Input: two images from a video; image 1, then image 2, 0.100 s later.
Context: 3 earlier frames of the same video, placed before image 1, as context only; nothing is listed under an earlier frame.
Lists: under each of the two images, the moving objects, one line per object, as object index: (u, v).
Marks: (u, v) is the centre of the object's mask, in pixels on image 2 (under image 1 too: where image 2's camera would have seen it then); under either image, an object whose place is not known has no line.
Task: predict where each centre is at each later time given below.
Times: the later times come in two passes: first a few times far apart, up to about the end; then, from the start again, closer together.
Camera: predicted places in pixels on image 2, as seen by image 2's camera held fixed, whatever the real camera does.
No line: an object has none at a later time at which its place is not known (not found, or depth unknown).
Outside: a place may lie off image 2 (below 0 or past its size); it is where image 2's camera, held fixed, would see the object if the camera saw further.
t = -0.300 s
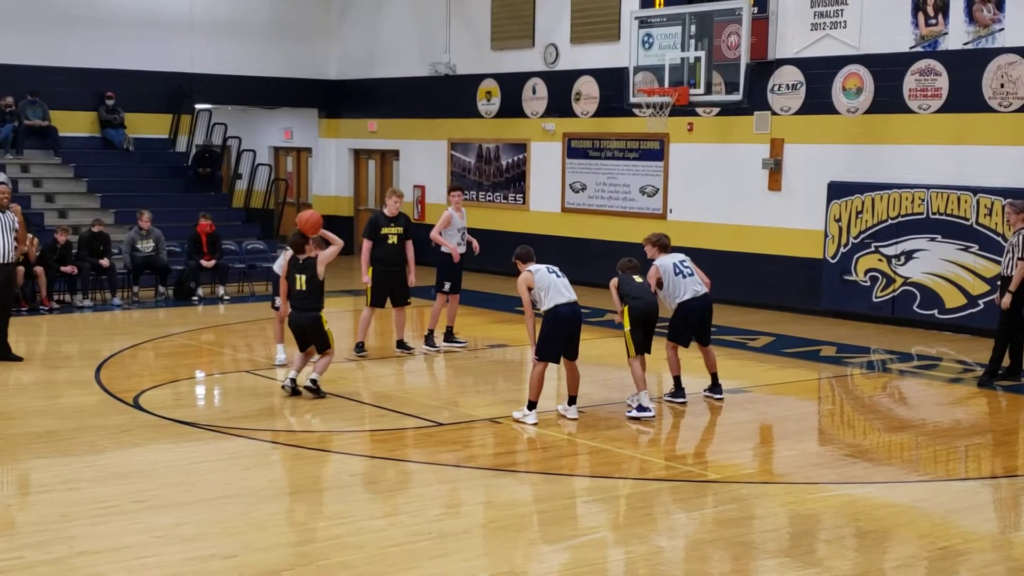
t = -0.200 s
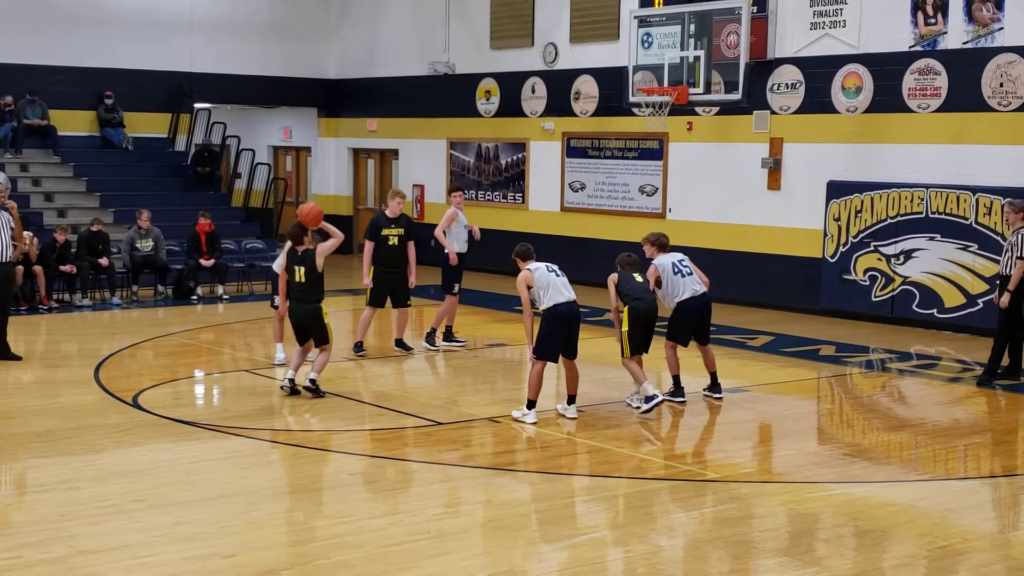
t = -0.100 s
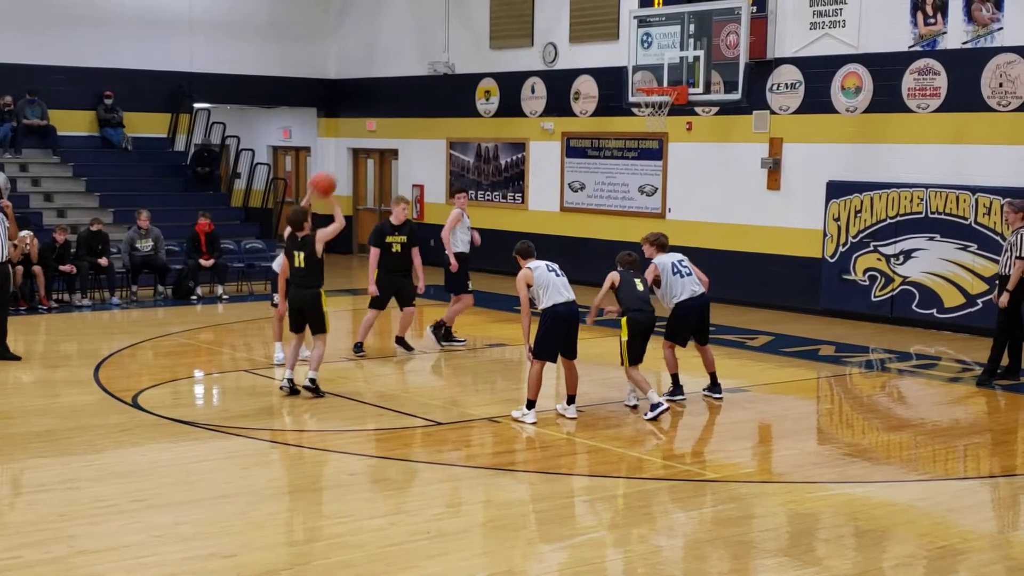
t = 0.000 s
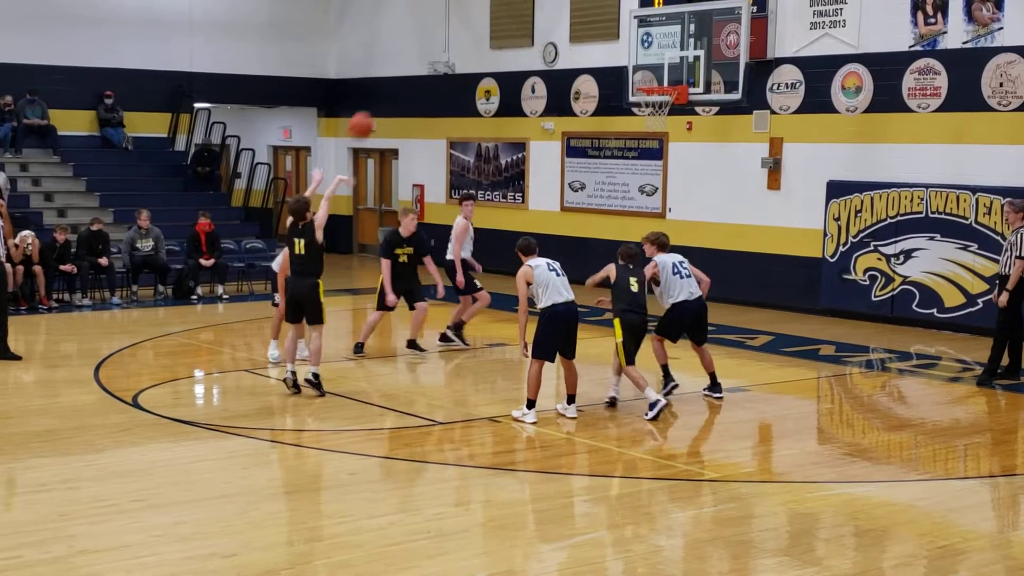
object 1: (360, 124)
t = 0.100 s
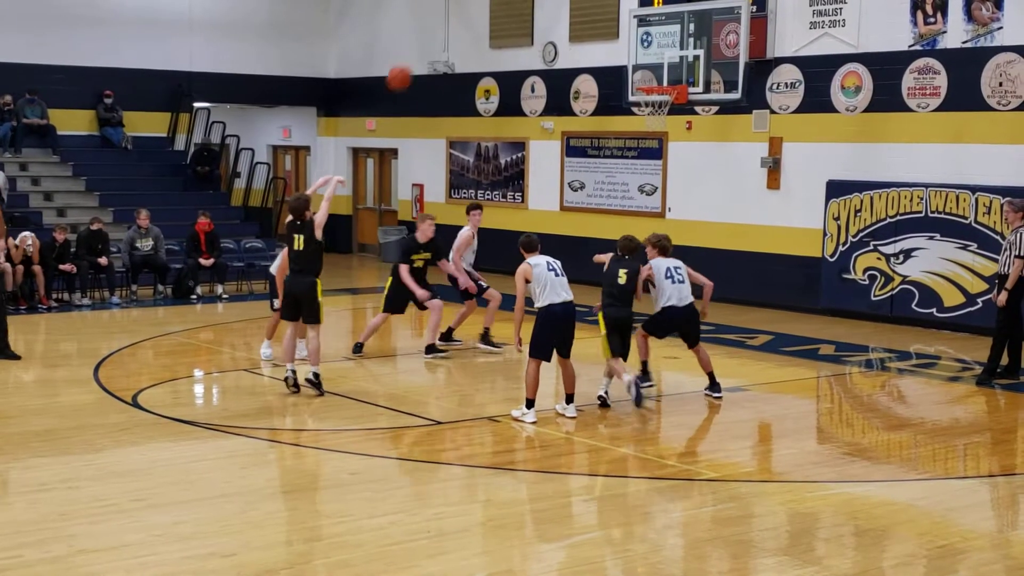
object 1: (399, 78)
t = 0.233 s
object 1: (450, 30)
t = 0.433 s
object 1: (521, 3)
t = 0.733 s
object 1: (616, 14)
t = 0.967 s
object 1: (678, 75)
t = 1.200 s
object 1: (663, 29)
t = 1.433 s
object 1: (638, 33)
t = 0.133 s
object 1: (413, 63)
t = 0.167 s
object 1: (426, 51)
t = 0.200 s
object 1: (438, 40)
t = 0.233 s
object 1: (450, 30)
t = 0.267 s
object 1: (463, 21)
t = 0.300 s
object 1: (474, 14)
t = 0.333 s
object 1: (486, 9)
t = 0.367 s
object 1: (498, 5)
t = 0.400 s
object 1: (509, 4)
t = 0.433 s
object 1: (521, 3)
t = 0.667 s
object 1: (597, 6)
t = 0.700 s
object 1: (607, 9)
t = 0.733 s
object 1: (616, 14)
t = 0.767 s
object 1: (626, 21)
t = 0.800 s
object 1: (636, 29)
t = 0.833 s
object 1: (645, 39)
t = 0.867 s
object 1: (654, 49)
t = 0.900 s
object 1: (663, 59)
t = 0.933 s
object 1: (672, 72)
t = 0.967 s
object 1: (678, 75)
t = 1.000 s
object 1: (682, 65)
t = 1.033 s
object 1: (678, 57)
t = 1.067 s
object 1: (676, 49)
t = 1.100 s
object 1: (672, 42)
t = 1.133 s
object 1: (669, 37)
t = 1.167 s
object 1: (666, 33)
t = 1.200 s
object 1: (663, 29)
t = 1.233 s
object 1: (659, 27)
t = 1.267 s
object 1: (656, 25)
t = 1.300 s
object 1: (653, 25)
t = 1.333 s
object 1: (649, 25)
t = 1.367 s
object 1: (646, 27)
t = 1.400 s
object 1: (642, 29)
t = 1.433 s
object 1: (638, 33)
